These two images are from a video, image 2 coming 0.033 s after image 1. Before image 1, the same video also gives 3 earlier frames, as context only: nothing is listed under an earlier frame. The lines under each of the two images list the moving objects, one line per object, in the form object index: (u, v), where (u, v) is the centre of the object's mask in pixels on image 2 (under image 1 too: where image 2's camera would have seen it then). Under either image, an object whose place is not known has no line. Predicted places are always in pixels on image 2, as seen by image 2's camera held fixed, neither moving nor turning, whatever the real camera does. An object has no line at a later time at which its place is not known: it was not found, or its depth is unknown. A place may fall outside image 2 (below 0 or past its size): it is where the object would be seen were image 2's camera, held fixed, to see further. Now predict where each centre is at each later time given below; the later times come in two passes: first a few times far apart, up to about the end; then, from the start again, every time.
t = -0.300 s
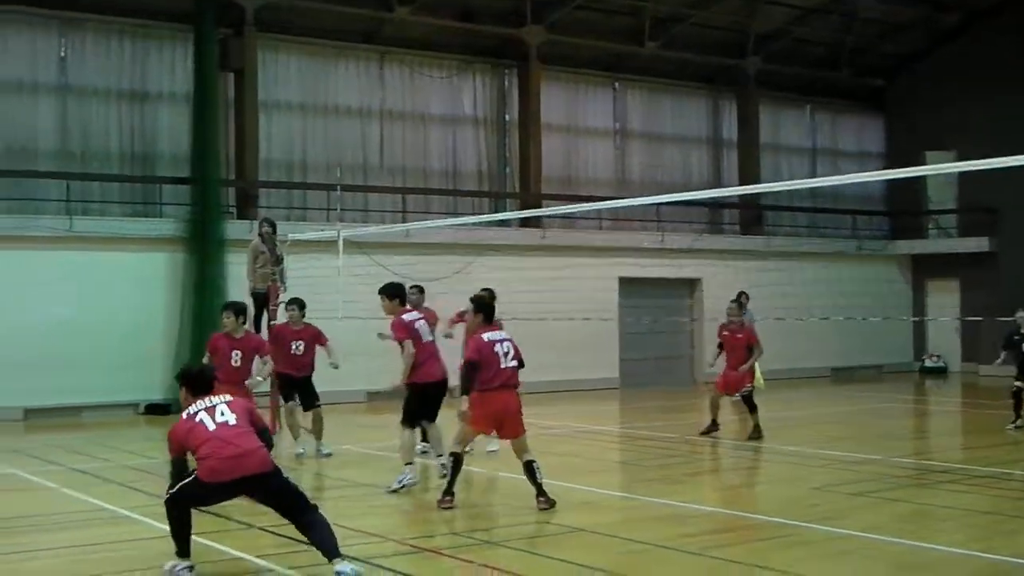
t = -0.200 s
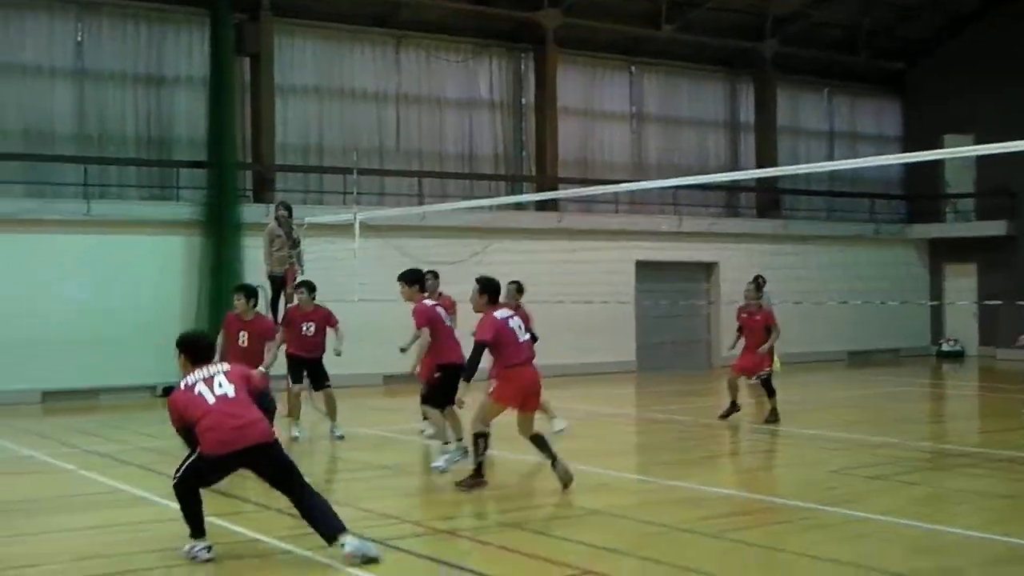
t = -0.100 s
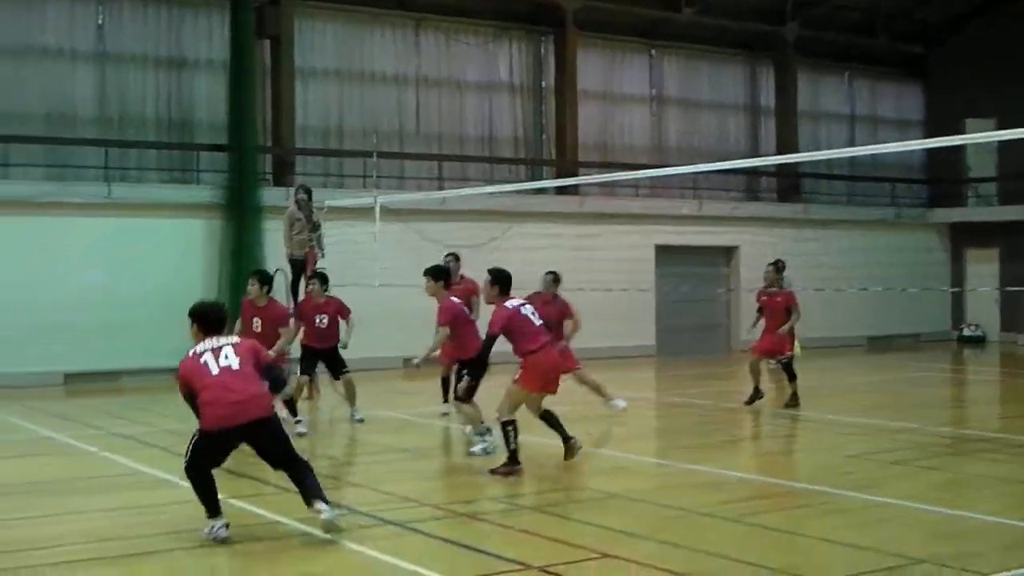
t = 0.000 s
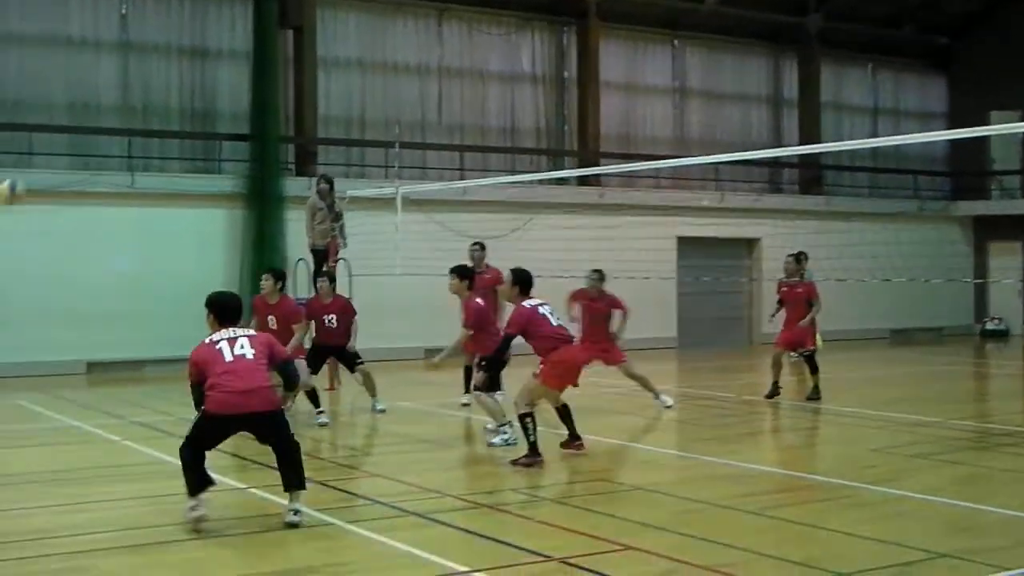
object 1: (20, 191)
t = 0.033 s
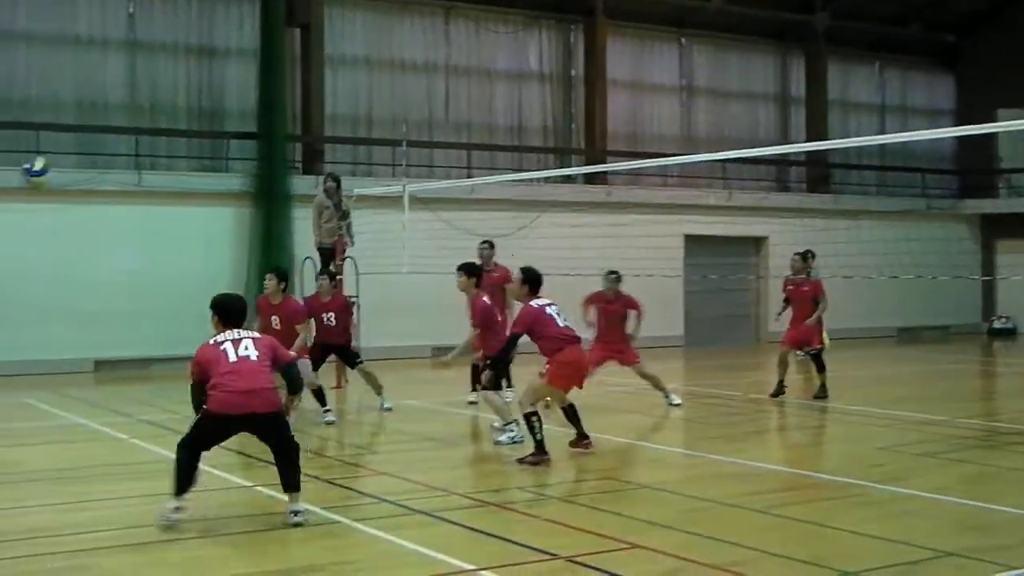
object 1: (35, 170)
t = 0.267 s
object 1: (143, 88)
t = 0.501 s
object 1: (246, 70)
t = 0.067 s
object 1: (52, 155)
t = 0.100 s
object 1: (67, 141)
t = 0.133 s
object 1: (82, 128)
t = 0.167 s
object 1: (99, 115)
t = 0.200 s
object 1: (113, 105)
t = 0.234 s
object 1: (127, 97)
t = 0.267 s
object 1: (143, 88)
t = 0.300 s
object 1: (158, 81)
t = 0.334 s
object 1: (173, 75)
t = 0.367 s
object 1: (189, 73)
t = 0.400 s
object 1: (202, 69)
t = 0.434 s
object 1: (216, 69)
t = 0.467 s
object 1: (232, 69)
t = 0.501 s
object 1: (246, 70)
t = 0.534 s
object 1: (260, 74)
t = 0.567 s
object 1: (273, 78)
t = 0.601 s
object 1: (287, 82)
